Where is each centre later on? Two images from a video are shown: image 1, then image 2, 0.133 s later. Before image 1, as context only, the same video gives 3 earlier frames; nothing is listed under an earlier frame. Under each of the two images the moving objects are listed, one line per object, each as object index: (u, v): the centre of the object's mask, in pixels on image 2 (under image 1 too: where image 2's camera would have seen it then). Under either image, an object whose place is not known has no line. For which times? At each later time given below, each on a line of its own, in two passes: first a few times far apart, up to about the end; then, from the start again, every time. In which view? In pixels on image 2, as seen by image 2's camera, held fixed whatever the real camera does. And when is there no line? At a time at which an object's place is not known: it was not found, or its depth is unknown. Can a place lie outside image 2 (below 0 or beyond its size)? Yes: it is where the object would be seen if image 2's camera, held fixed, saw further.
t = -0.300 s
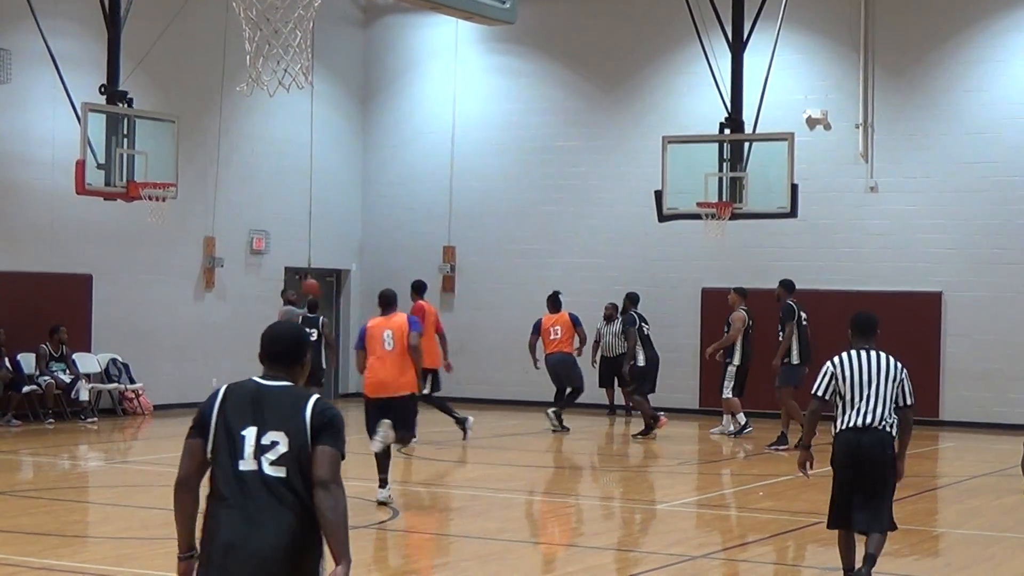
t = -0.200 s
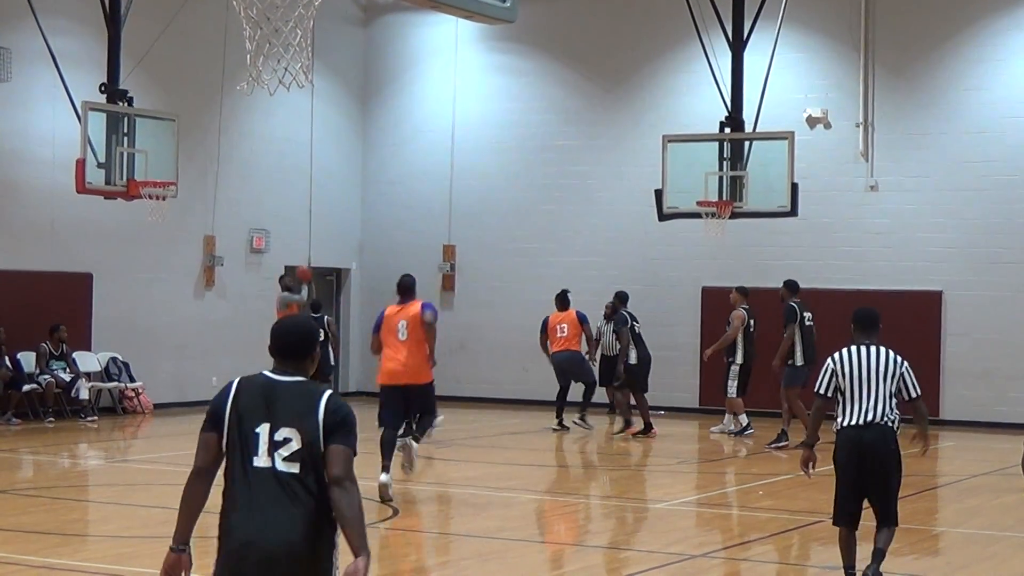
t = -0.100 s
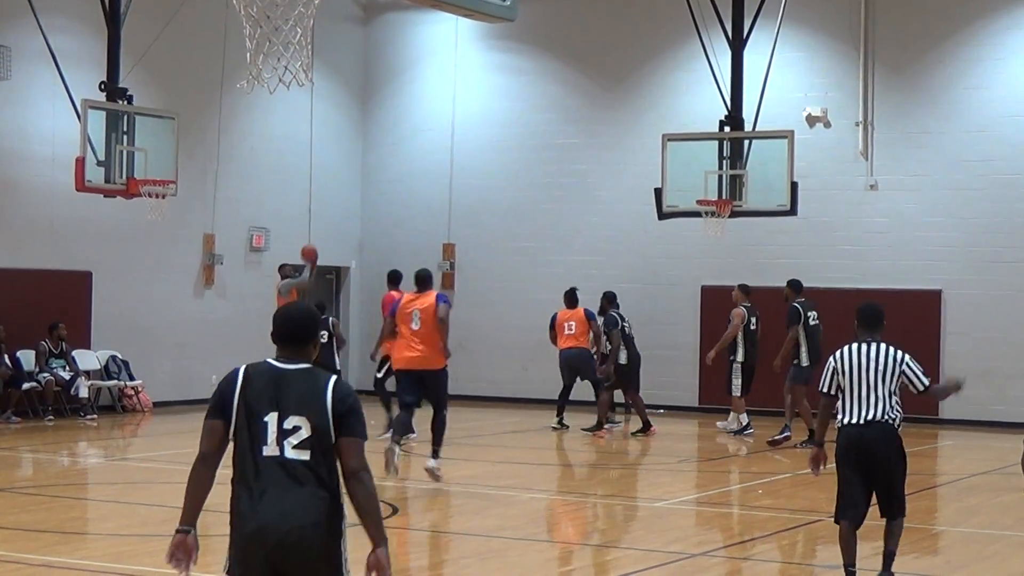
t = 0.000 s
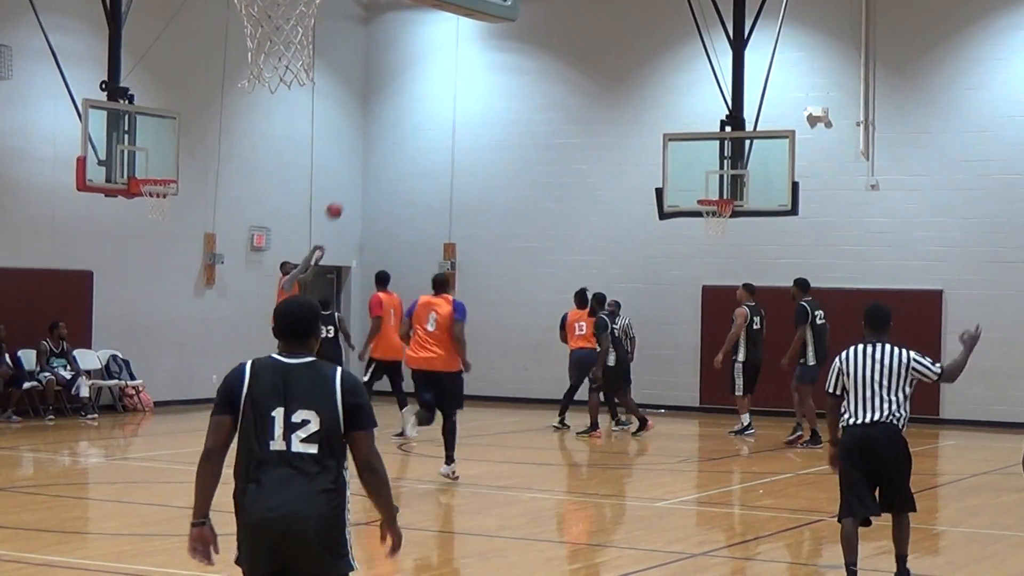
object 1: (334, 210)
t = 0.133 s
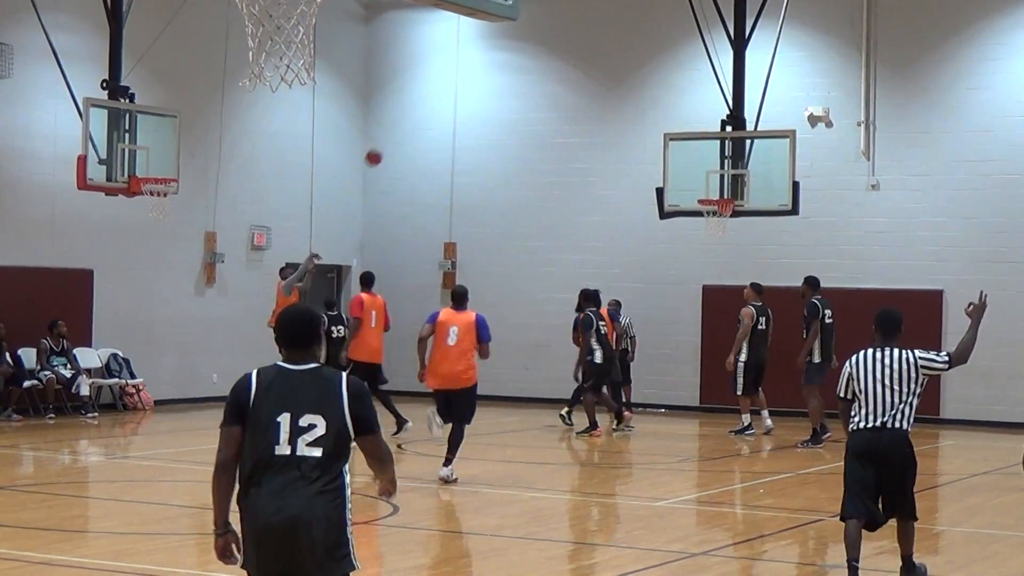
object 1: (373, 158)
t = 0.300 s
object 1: (423, 108)
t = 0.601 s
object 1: (512, 63)
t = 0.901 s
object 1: (604, 80)
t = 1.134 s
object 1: (677, 140)
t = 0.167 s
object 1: (383, 146)
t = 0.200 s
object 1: (393, 136)
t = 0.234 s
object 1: (403, 126)
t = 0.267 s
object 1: (413, 116)
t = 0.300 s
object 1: (423, 108)
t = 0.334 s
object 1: (433, 100)
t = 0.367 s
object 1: (443, 92)
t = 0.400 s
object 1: (453, 86)
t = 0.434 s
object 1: (462, 80)
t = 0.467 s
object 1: (472, 75)
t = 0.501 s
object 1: (482, 71)
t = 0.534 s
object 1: (492, 68)
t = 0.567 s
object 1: (502, 65)
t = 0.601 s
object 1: (512, 63)
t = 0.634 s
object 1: (522, 62)
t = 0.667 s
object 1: (533, 61)
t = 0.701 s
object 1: (543, 62)
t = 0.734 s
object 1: (553, 63)
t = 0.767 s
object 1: (563, 65)
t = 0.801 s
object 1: (573, 67)
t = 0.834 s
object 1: (583, 71)
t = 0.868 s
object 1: (593, 75)
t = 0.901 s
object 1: (604, 80)
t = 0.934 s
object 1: (614, 86)
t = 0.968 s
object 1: (624, 93)
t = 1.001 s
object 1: (635, 101)
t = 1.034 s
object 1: (646, 109)
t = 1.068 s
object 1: (656, 119)
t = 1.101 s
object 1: (666, 129)
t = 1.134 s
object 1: (677, 140)
